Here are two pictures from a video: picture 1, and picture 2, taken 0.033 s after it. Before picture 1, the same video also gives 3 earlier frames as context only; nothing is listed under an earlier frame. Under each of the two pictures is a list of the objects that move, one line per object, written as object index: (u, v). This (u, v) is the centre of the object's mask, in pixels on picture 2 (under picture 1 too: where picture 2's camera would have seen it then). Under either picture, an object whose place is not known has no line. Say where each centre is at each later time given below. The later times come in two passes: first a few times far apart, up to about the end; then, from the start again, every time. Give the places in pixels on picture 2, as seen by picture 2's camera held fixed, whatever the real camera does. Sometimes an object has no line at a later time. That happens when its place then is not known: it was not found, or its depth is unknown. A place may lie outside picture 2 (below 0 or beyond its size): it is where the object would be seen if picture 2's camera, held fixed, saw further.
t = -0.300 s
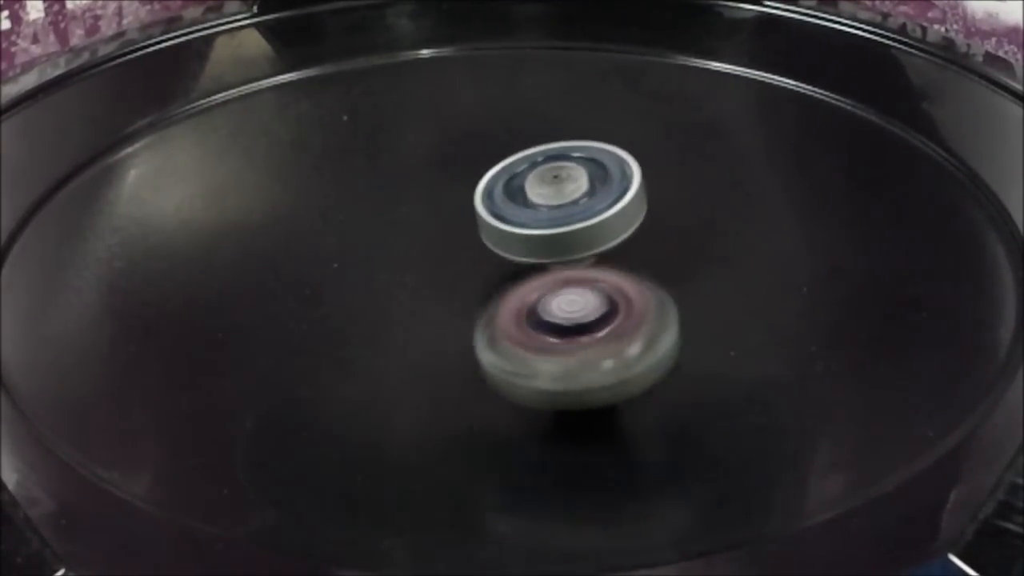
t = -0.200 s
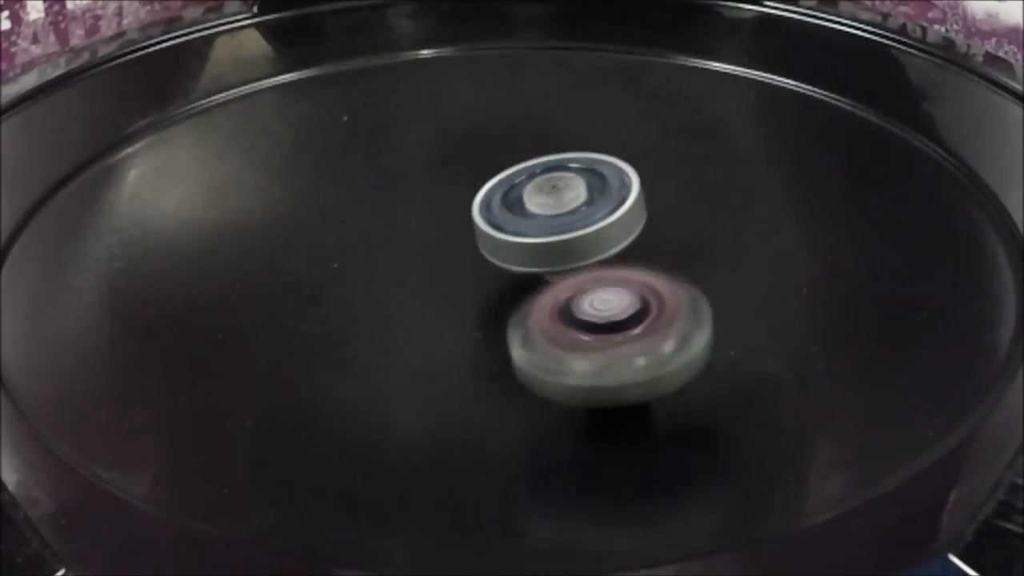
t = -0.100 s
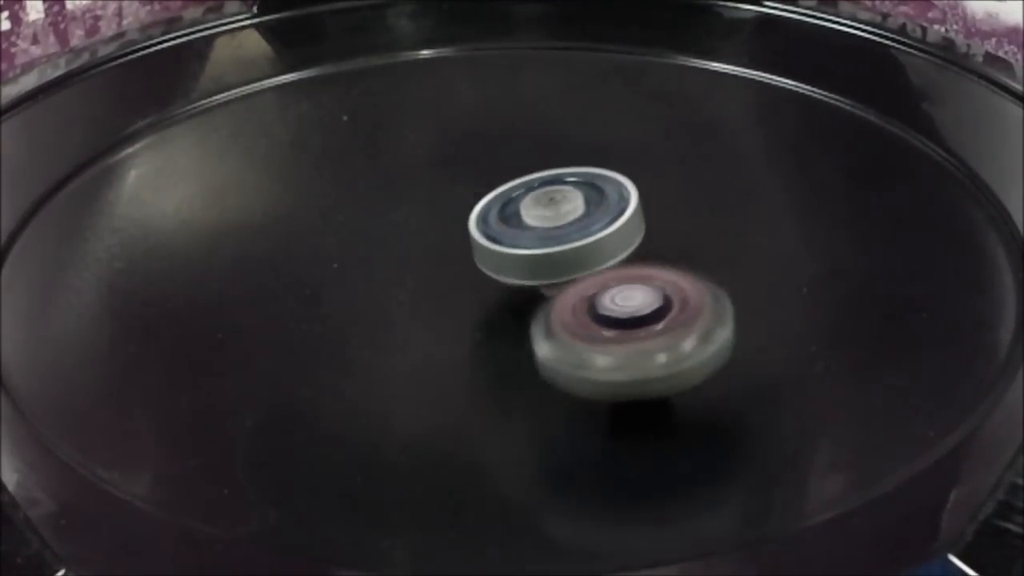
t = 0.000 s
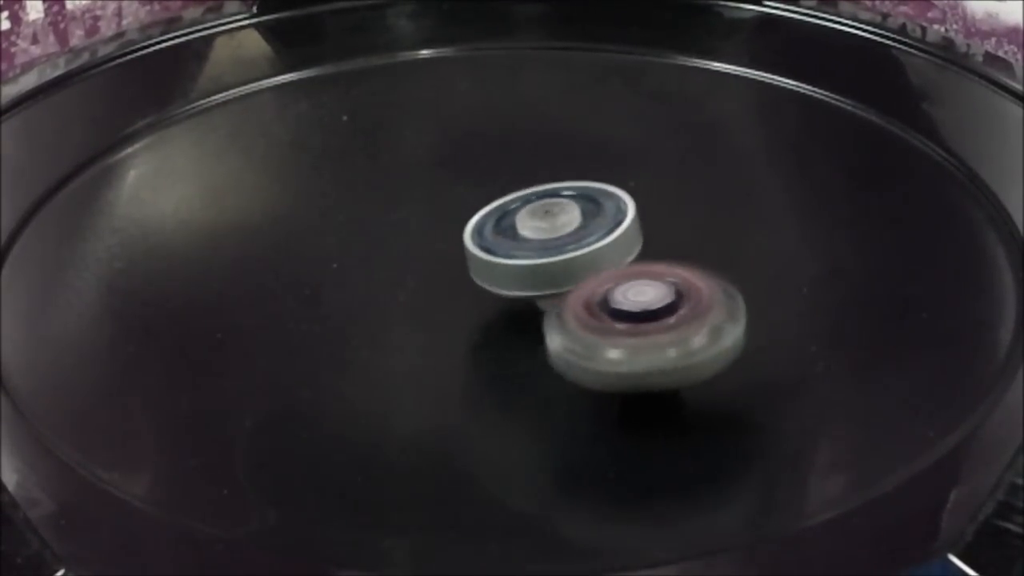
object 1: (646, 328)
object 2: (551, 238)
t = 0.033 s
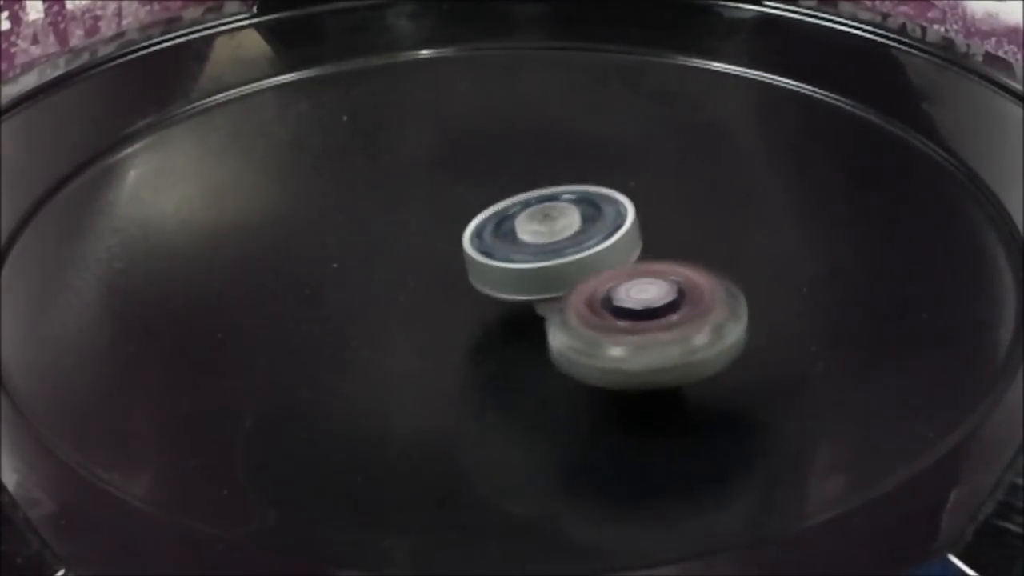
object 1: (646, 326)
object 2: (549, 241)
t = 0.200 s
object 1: (689, 349)
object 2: (509, 231)
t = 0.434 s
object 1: (680, 332)
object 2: (476, 246)
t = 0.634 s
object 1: (642, 312)
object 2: (460, 256)
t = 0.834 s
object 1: (661, 303)
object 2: (398, 237)
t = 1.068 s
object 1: (638, 261)
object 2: (392, 234)
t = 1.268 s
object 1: (607, 225)
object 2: (410, 237)
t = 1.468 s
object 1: (591, 193)
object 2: (410, 237)
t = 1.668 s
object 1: (581, 174)
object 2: (424, 235)
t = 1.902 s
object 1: (594, 162)
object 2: (434, 243)
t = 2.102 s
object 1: (588, 163)
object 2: (467, 250)
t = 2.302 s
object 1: (583, 170)
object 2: (478, 268)
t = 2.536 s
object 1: (567, 173)
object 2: (478, 296)
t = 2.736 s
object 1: (540, 178)
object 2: (482, 310)
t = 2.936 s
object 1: (501, 189)
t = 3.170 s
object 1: (445, 187)
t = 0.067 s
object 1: (647, 324)
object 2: (548, 244)
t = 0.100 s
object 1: (663, 334)
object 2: (542, 245)
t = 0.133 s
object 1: (680, 347)
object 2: (529, 238)
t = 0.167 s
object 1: (686, 350)
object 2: (518, 233)
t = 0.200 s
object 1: (689, 349)
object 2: (509, 231)
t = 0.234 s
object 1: (692, 347)
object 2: (503, 231)
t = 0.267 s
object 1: (693, 345)
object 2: (498, 233)
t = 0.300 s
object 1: (692, 343)
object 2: (493, 235)
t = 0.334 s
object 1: (690, 340)
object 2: (489, 238)
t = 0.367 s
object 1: (687, 338)
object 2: (484, 241)
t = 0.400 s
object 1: (684, 335)
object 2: (479, 244)
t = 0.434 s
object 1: (680, 332)
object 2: (476, 246)
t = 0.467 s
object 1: (675, 330)
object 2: (472, 249)
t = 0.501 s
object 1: (671, 327)
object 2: (468, 251)
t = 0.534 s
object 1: (665, 323)
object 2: (466, 252)
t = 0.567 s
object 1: (658, 320)
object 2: (463, 254)
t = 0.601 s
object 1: (650, 317)
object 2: (461, 256)
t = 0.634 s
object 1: (642, 312)
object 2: (460, 256)
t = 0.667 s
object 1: (634, 308)
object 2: (458, 258)
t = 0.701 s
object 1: (624, 304)
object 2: (455, 258)
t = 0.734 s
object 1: (622, 301)
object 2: (451, 257)
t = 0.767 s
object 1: (648, 305)
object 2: (430, 250)
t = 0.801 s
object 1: (661, 306)
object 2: (410, 243)
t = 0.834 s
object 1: (661, 303)
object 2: (398, 237)
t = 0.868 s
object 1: (658, 297)
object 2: (391, 235)
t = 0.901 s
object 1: (656, 291)
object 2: (388, 234)
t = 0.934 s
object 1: (653, 285)
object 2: (387, 234)
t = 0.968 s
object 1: (650, 279)
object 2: (388, 234)
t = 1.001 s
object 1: (646, 273)
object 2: (388, 234)
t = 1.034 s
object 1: (643, 266)
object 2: (390, 234)
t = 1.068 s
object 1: (638, 261)
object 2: (392, 234)
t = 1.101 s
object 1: (633, 255)
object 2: (395, 235)
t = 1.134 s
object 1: (628, 248)
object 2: (397, 235)
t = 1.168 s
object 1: (623, 242)
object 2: (400, 236)
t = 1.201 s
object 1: (617, 236)
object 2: (404, 236)
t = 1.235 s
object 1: (613, 230)
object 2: (407, 237)
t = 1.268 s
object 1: (607, 225)
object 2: (410, 237)
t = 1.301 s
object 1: (602, 219)
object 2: (412, 236)
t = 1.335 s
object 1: (597, 214)
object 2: (415, 236)
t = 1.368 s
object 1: (593, 208)
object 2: (417, 236)
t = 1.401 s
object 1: (588, 204)
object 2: (419, 236)
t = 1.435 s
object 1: (592, 198)
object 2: (413, 237)
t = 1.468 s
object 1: (591, 193)
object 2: (410, 237)
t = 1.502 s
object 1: (589, 189)
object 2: (410, 237)
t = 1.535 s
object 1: (587, 185)
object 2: (411, 236)
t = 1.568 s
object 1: (585, 182)
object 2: (414, 236)
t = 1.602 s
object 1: (583, 179)
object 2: (416, 236)
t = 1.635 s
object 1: (582, 176)
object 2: (420, 235)
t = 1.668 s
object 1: (581, 174)
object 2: (424, 235)
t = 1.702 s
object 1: (580, 173)
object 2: (428, 235)
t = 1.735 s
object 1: (579, 171)
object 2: (432, 234)
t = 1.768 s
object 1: (579, 170)
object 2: (437, 233)
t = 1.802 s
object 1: (580, 168)
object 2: (439, 234)
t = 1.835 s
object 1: (590, 164)
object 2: (432, 239)
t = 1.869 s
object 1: (595, 162)
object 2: (432, 241)
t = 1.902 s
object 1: (594, 162)
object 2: (434, 243)
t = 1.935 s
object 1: (592, 162)
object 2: (438, 245)
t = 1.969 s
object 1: (591, 162)
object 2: (443, 246)
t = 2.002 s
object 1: (590, 162)
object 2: (449, 246)
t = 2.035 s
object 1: (589, 162)
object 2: (456, 248)
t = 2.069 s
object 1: (589, 163)
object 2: (462, 249)
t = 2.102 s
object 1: (588, 163)
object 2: (467, 250)
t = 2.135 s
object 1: (587, 164)
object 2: (473, 251)
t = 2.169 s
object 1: (585, 166)
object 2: (478, 252)
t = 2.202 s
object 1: (584, 167)
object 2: (479, 255)
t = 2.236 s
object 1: (586, 167)
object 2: (476, 261)
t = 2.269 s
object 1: (586, 168)
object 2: (476, 265)
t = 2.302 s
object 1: (583, 170)
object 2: (478, 268)
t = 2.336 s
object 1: (580, 172)
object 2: (481, 271)
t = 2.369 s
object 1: (576, 174)
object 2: (484, 272)
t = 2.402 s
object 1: (572, 175)
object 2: (487, 273)
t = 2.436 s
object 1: (568, 177)
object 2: (491, 274)
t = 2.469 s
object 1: (562, 180)
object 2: (493, 276)
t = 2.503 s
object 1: (563, 177)
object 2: (484, 286)
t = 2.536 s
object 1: (567, 173)
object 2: (478, 296)
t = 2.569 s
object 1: (565, 173)
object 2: (475, 302)
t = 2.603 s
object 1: (561, 174)
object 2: (474, 306)
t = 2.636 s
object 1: (556, 175)
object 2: (475, 308)
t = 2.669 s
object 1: (552, 176)
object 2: (479, 308)
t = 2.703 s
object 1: (546, 177)
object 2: (481, 309)
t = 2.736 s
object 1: (540, 178)
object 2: (482, 310)
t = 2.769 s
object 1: (534, 180)
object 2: (483, 310)
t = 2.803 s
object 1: (528, 182)
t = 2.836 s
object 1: (521, 184)
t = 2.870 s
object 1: (515, 186)
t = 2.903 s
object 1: (509, 187)
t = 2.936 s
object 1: (501, 189)
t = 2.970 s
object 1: (494, 192)
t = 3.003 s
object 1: (486, 194)
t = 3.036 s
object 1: (478, 197)
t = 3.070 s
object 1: (470, 198)
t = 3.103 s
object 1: (462, 200)
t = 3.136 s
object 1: (454, 199)
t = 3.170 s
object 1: (445, 187)
